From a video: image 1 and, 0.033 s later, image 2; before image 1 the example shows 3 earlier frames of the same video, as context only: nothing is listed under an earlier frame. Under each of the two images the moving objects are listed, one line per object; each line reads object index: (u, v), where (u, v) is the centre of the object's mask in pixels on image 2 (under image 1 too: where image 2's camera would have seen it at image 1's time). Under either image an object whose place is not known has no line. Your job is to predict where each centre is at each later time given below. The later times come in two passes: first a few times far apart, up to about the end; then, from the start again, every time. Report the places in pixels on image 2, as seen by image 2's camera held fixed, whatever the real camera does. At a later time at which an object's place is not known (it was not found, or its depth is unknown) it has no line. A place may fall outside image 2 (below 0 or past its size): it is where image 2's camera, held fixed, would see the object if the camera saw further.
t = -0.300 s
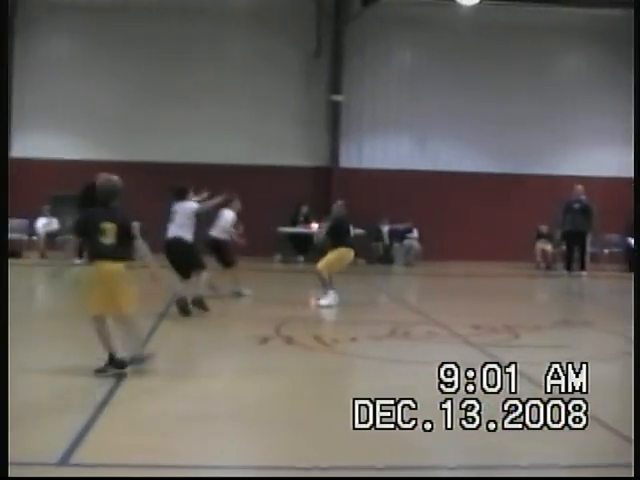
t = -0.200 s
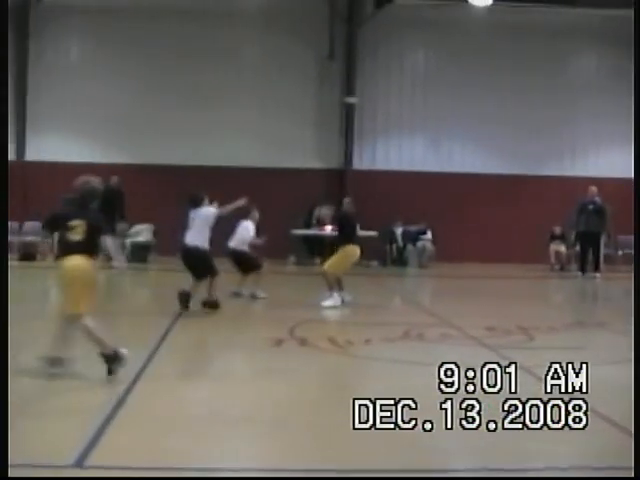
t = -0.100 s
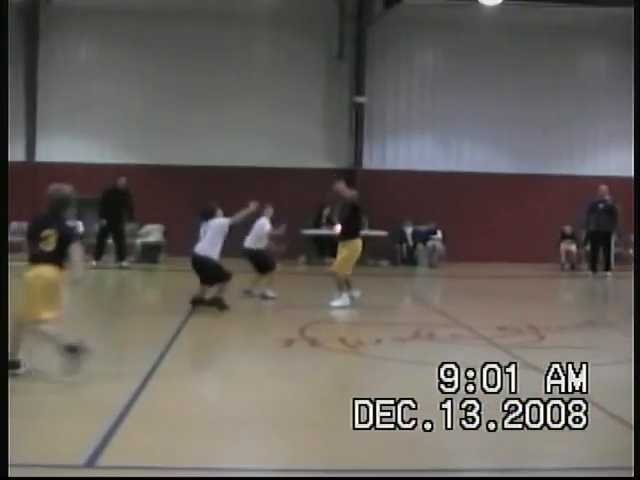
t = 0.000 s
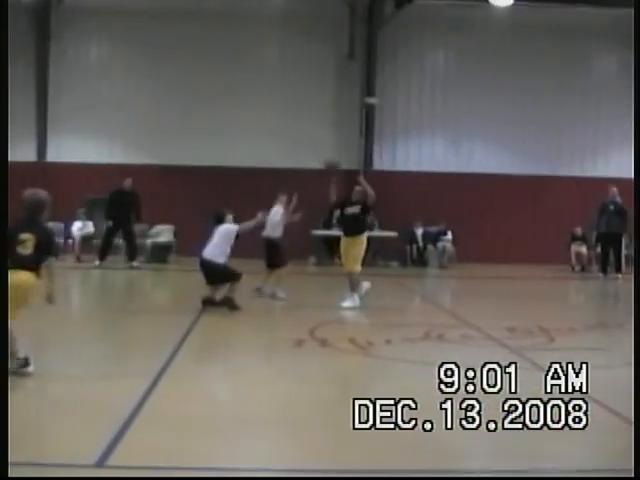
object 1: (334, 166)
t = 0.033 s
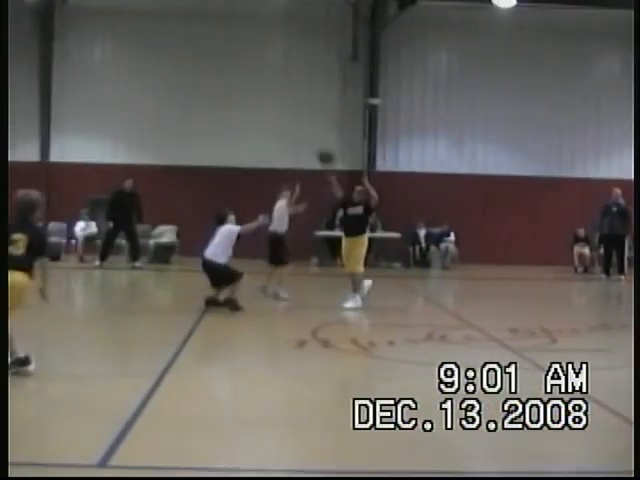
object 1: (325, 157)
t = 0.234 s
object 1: (257, 101)
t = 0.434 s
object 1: (169, 73)
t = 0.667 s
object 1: (28, 90)
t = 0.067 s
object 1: (315, 147)
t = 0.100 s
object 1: (303, 137)
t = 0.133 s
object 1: (293, 128)
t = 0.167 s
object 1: (281, 119)
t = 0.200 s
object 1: (270, 109)
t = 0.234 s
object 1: (257, 101)
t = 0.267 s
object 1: (245, 94)
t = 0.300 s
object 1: (231, 89)
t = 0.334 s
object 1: (217, 84)
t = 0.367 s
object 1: (202, 79)
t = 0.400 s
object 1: (186, 76)
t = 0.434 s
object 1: (169, 73)
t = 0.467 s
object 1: (152, 71)
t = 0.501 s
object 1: (135, 72)
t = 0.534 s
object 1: (115, 73)
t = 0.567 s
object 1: (96, 75)
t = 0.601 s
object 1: (74, 80)
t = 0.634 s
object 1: (52, 85)
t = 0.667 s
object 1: (28, 90)
